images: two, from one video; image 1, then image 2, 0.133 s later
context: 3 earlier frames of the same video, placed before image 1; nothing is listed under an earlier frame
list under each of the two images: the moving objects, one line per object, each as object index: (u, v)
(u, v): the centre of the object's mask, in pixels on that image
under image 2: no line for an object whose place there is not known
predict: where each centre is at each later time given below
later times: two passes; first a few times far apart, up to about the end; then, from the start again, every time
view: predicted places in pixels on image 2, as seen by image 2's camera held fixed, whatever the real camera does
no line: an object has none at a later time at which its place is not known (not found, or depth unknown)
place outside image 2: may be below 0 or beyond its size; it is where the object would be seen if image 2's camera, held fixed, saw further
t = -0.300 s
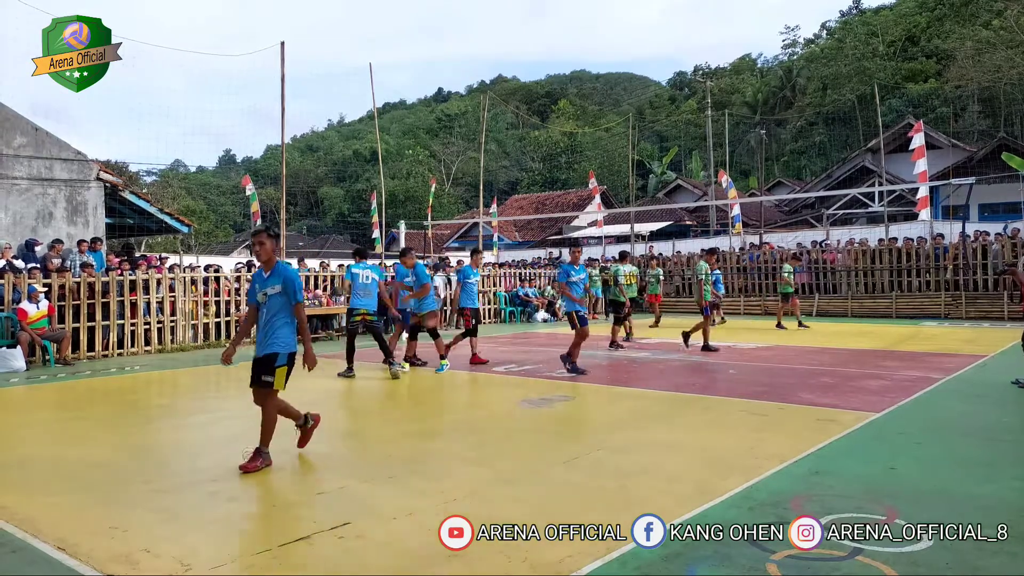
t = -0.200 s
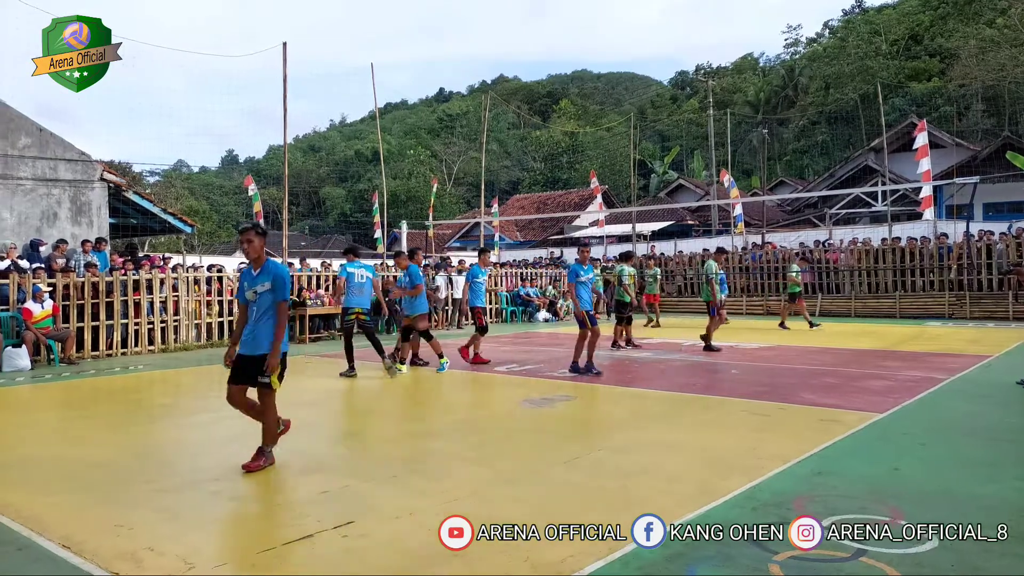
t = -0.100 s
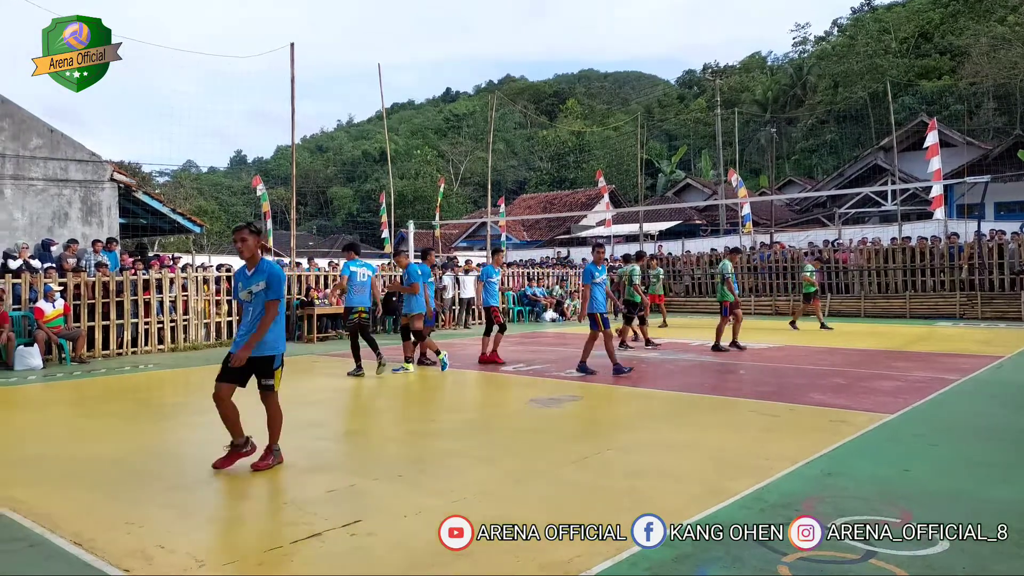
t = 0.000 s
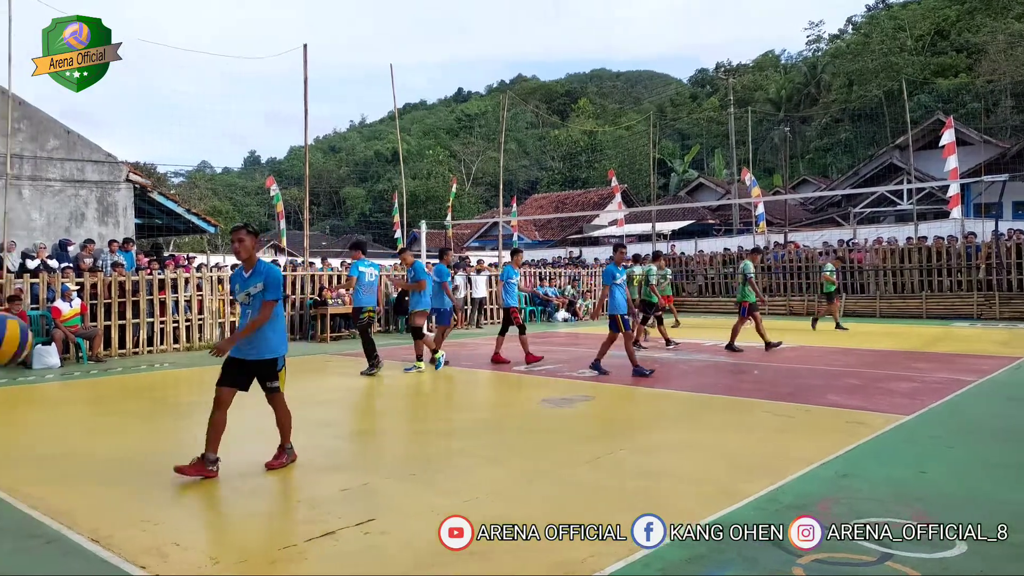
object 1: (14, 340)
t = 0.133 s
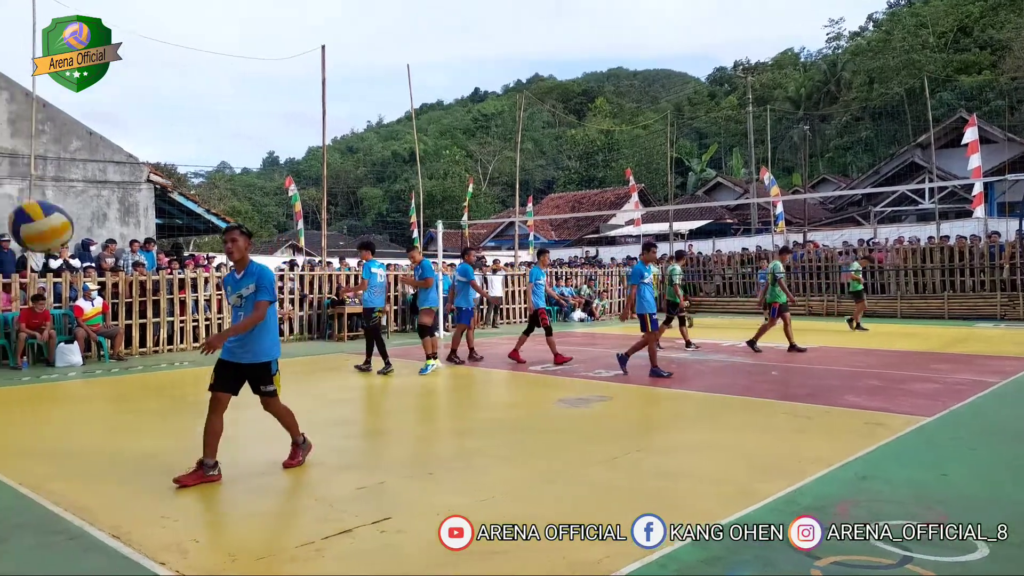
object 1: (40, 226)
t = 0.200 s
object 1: (51, 190)
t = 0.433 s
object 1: (86, 151)
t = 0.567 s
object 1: (106, 183)
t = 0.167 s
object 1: (46, 206)
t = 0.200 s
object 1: (51, 190)
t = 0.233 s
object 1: (57, 176)
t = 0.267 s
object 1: (62, 165)
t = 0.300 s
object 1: (67, 157)
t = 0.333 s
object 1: (72, 152)
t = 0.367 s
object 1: (77, 149)
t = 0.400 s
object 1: (82, 150)
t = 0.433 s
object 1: (86, 151)
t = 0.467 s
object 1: (91, 156)
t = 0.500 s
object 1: (96, 162)
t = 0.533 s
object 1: (101, 172)
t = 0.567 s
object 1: (106, 183)
